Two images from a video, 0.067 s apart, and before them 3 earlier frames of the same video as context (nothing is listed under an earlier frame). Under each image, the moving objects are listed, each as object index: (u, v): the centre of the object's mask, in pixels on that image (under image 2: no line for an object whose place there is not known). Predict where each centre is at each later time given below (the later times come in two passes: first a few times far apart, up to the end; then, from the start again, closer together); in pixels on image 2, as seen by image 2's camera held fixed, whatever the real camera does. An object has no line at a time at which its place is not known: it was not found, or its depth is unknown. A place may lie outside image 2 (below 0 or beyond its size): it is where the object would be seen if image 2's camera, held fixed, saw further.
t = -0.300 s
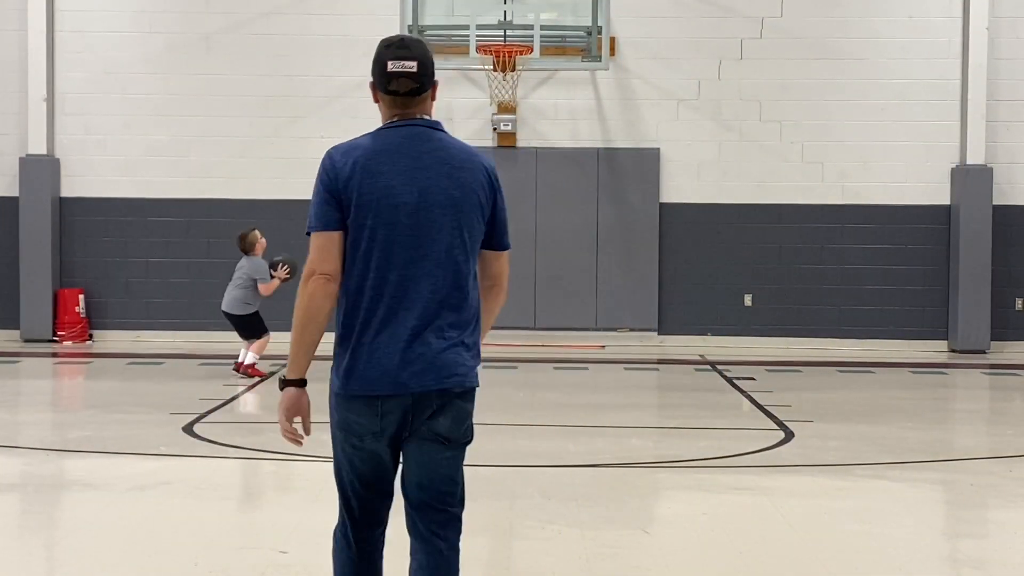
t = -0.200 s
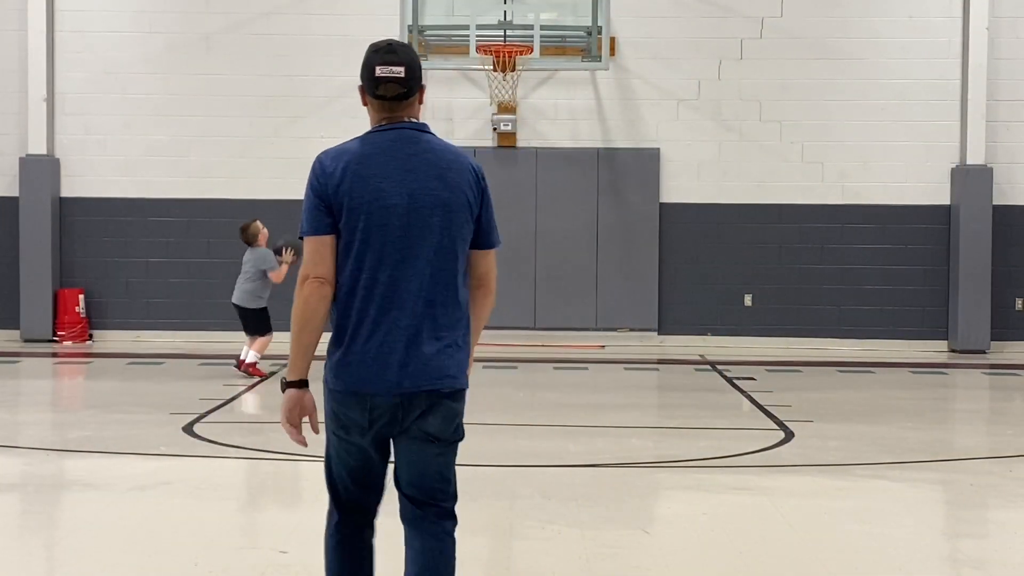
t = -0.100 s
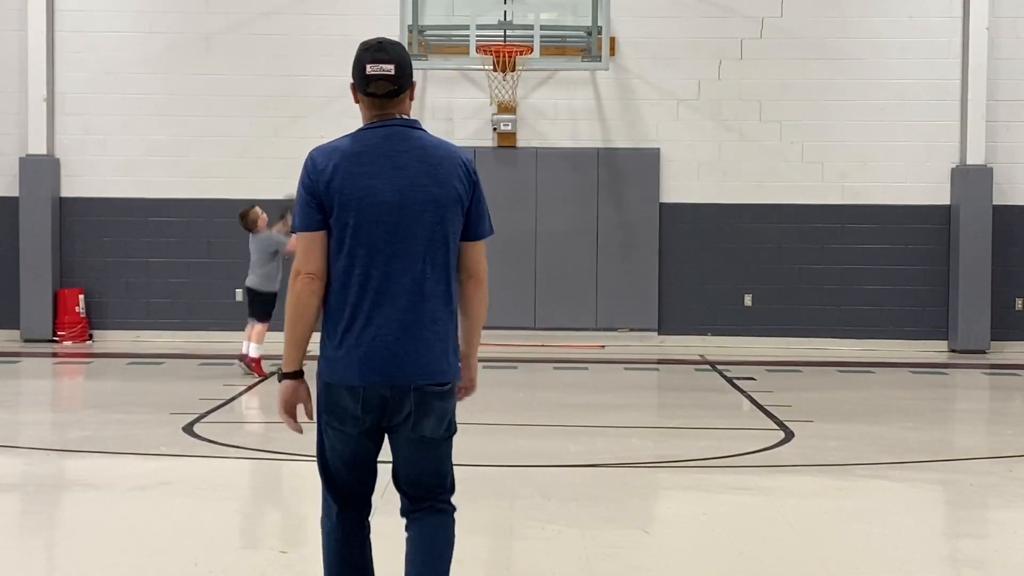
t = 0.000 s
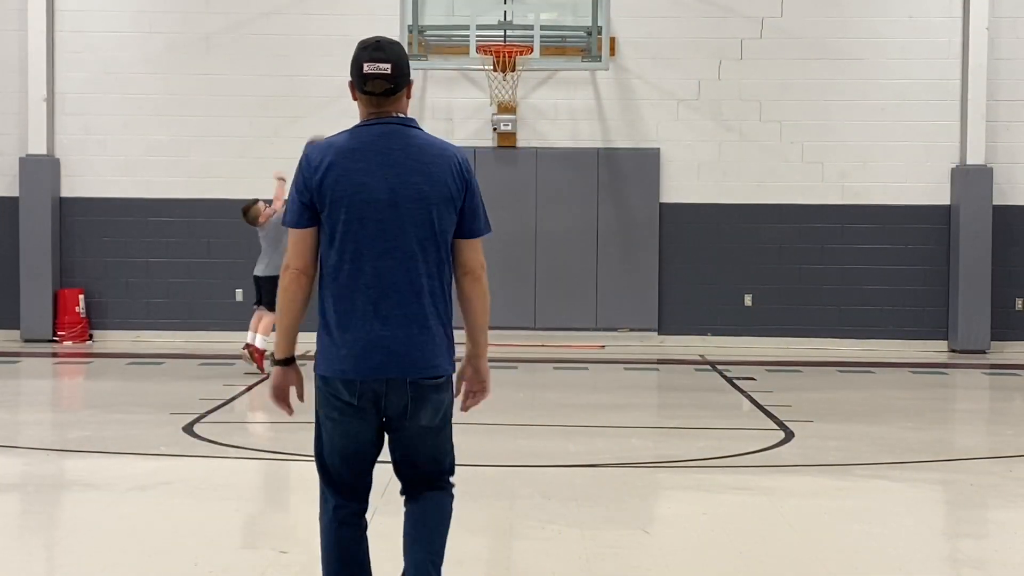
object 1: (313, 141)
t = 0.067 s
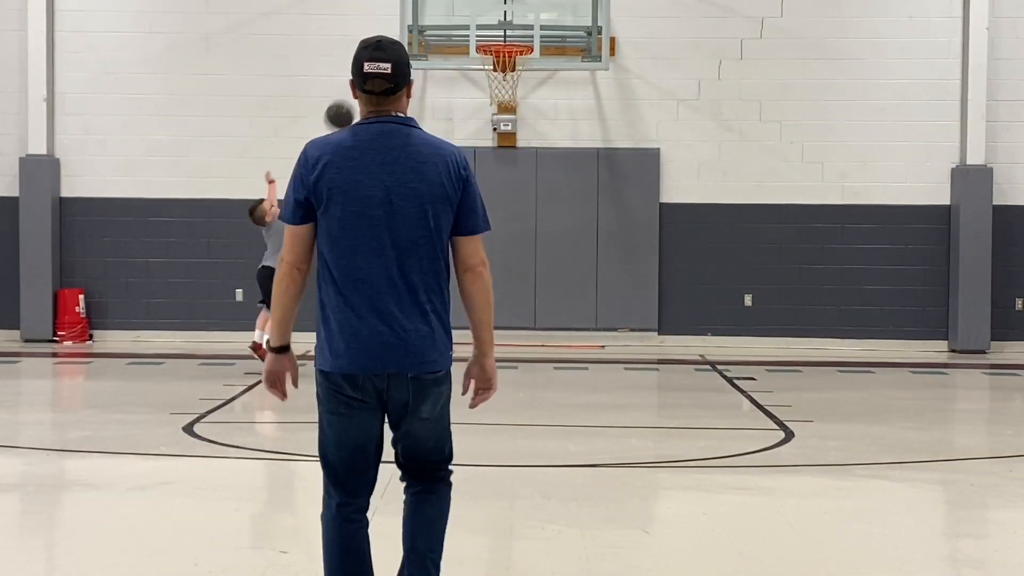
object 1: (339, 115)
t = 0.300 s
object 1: (411, 37)
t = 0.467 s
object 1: (460, 21)
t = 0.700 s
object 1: (512, 28)
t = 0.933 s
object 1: (529, 26)
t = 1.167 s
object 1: (551, 77)
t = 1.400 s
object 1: (574, 190)
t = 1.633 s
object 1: (595, 366)
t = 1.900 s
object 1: (621, 224)
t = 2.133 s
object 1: (643, 162)
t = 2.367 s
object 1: (664, 167)
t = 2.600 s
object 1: (685, 243)
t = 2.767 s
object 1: (698, 339)
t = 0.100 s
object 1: (346, 101)
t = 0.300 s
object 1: (411, 37)
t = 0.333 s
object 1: (421, 32)
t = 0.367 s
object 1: (431, 27)
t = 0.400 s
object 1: (440, 24)
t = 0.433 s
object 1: (450, 22)
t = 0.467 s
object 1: (460, 21)
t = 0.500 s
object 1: (469, 22)
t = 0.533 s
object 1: (479, 24)
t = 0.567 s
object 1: (488, 28)
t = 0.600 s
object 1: (497, 31)
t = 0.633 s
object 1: (506, 34)
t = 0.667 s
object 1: (509, 32)
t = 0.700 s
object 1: (512, 28)
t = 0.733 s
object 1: (514, 25)
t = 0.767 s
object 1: (517, 22)
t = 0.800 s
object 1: (519, 20)
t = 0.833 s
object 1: (522, 20)
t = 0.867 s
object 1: (524, 21)
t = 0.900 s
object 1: (527, 23)
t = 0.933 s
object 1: (529, 26)
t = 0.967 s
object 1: (532, 31)
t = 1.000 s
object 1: (534, 37)
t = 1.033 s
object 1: (538, 42)
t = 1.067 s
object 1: (541, 49)
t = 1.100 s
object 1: (545, 57)
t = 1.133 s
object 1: (548, 67)
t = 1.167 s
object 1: (551, 77)
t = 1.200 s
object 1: (554, 89)
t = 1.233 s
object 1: (558, 103)
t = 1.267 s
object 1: (561, 118)
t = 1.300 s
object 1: (564, 133)
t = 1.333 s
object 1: (568, 151)
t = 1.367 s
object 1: (571, 171)
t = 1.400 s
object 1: (574, 190)
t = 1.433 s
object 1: (577, 212)
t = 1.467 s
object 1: (580, 235)
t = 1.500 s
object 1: (582, 260)
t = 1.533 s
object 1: (586, 284)
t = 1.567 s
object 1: (589, 310)
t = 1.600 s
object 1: (592, 337)
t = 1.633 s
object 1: (595, 366)
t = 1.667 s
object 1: (598, 348)
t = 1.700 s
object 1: (602, 327)
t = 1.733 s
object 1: (605, 307)
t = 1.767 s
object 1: (608, 288)
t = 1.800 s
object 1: (611, 270)
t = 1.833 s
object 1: (615, 253)
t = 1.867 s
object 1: (618, 237)
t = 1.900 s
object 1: (621, 224)
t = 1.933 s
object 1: (624, 211)
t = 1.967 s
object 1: (627, 200)
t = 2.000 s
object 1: (630, 188)
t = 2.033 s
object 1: (634, 180)
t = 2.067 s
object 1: (637, 172)
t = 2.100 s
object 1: (640, 167)
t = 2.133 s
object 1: (643, 162)
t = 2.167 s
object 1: (646, 158)
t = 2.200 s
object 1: (649, 156)
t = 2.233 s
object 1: (652, 156)
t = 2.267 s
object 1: (655, 156)
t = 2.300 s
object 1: (658, 158)
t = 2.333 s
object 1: (661, 162)
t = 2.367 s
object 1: (664, 167)
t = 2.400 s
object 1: (667, 173)
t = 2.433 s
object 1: (670, 181)
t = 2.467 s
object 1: (673, 189)
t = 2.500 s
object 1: (676, 199)
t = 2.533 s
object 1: (679, 212)
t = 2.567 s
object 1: (682, 229)
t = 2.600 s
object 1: (685, 243)
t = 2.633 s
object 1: (688, 259)
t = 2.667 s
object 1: (691, 277)
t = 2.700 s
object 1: (694, 295)
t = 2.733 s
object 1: (697, 317)
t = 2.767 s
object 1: (698, 339)
